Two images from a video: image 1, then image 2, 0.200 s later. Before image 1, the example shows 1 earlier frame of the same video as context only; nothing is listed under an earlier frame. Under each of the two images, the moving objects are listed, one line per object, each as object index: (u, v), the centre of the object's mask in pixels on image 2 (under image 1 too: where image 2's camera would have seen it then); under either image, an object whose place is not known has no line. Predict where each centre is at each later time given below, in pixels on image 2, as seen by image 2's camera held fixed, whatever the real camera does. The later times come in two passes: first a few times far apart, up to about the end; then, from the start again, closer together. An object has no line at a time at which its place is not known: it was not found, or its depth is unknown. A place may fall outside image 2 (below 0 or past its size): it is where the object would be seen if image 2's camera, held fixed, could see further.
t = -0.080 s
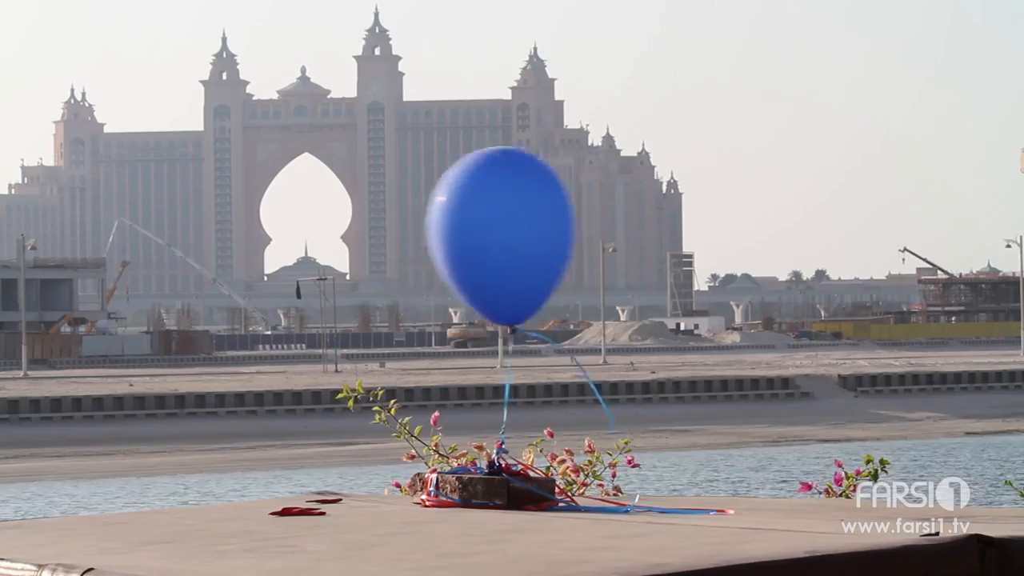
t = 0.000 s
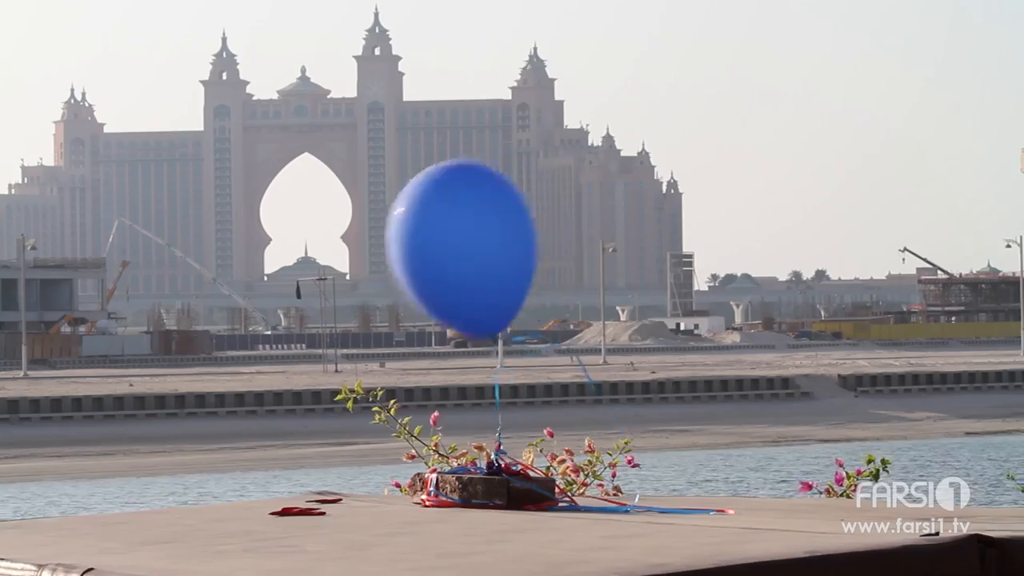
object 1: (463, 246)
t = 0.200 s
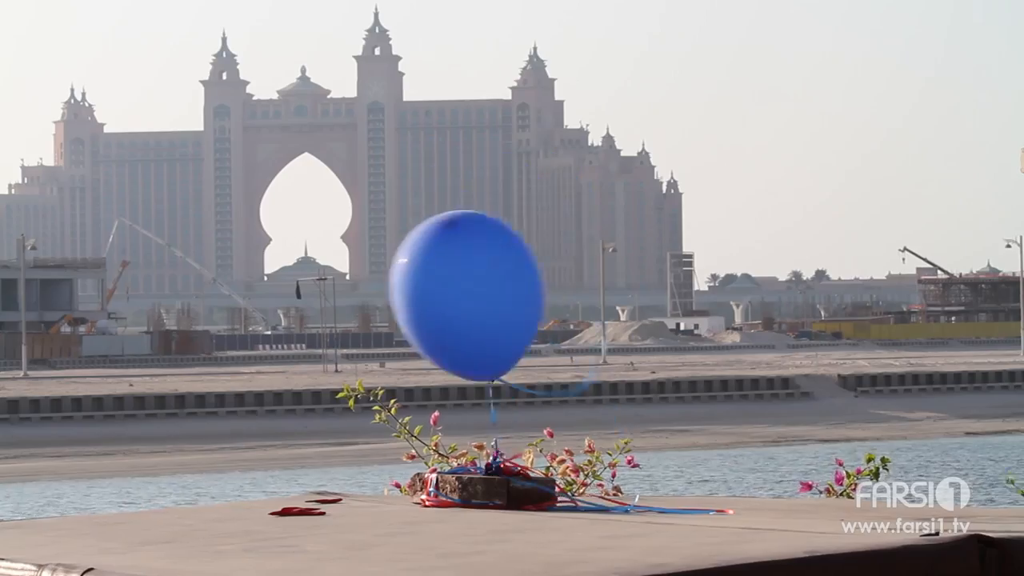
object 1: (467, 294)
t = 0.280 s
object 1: (495, 289)
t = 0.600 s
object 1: (512, 249)
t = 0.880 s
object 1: (544, 236)
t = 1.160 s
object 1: (466, 237)
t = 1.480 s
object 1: (451, 265)
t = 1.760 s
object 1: (609, 273)
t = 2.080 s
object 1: (527, 244)
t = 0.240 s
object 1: (482, 291)
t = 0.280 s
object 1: (495, 289)
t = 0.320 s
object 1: (506, 286)
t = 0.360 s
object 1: (513, 280)
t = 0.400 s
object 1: (517, 277)
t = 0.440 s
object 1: (519, 274)
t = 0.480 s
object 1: (519, 270)
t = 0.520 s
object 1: (517, 262)
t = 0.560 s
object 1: (514, 253)
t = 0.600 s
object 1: (512, 249)
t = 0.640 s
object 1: (512, 246)
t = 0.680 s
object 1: (514, 241)
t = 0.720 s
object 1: (519, 240)
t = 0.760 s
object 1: (524, 238)
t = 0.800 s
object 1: (531, 235)
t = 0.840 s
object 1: (538, 235)
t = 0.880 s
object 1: (544, 236)
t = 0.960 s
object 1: (538, 235)
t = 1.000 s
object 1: (526, 233)
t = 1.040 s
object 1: (511, 230)
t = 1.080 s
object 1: (496, 230)
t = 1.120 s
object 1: (482, 233)
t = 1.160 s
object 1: (466, 237)
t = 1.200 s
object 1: (452, 247)
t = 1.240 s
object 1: (438, 259)
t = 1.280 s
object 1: (427, 270)
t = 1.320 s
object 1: (420, 275)
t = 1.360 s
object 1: (417, 276)
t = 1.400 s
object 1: (421, 274)
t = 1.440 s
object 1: (433, 269)
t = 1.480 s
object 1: (451, 265)
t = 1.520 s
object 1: (475, 263)
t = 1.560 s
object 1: (504, 262)
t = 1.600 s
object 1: (535, 264)
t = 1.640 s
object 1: (563, 268)
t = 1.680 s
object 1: (586, 271)
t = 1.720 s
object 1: (601, 273)
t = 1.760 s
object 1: (609, 273)
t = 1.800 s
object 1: (612, 270)
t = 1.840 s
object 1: (610, 266)
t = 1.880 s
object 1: (604, 260)
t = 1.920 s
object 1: (593, 255)
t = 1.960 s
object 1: (581, 250)
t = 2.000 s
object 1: (566, 246)
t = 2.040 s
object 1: (547, 243)
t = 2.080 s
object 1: (527, 244)
